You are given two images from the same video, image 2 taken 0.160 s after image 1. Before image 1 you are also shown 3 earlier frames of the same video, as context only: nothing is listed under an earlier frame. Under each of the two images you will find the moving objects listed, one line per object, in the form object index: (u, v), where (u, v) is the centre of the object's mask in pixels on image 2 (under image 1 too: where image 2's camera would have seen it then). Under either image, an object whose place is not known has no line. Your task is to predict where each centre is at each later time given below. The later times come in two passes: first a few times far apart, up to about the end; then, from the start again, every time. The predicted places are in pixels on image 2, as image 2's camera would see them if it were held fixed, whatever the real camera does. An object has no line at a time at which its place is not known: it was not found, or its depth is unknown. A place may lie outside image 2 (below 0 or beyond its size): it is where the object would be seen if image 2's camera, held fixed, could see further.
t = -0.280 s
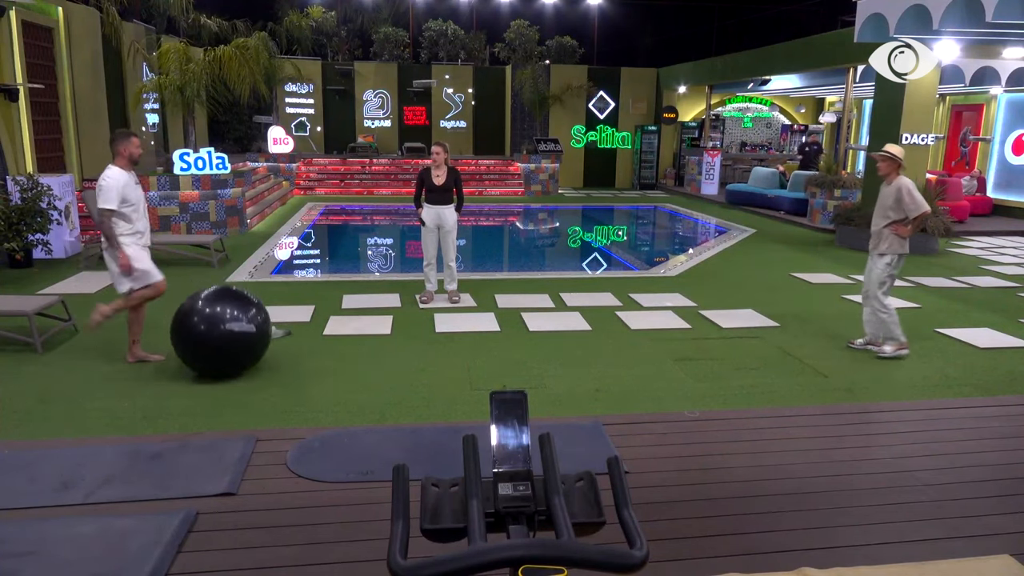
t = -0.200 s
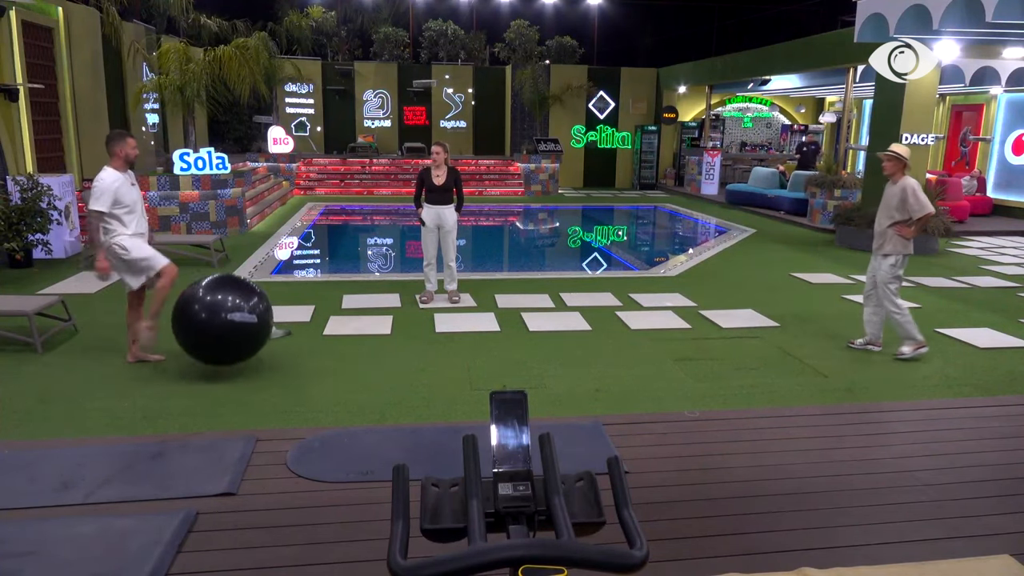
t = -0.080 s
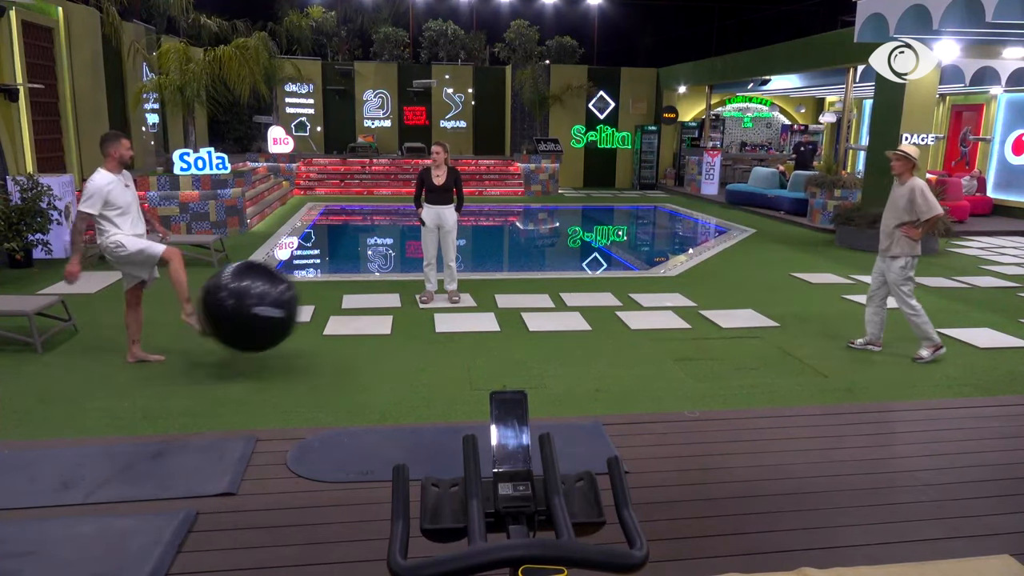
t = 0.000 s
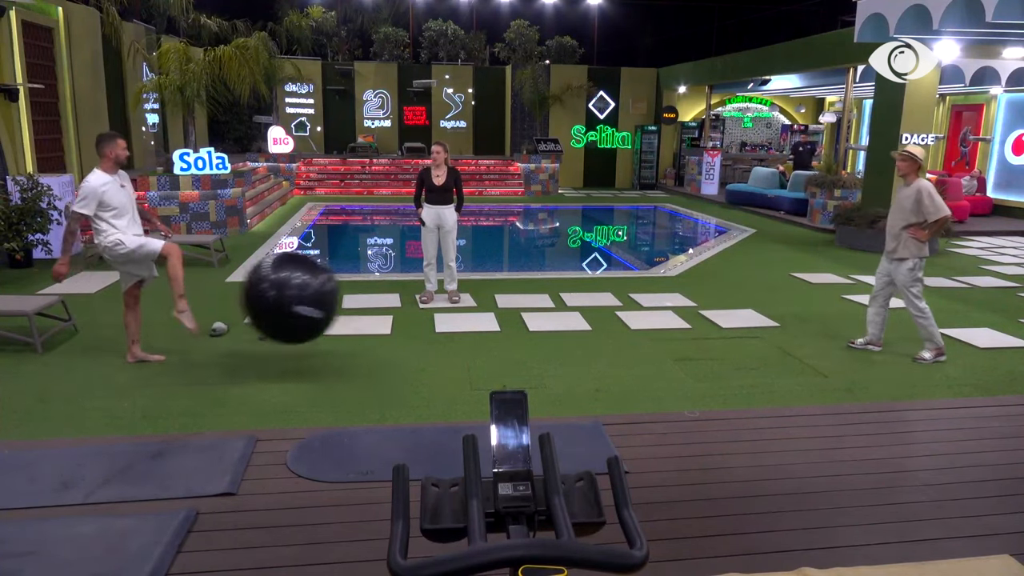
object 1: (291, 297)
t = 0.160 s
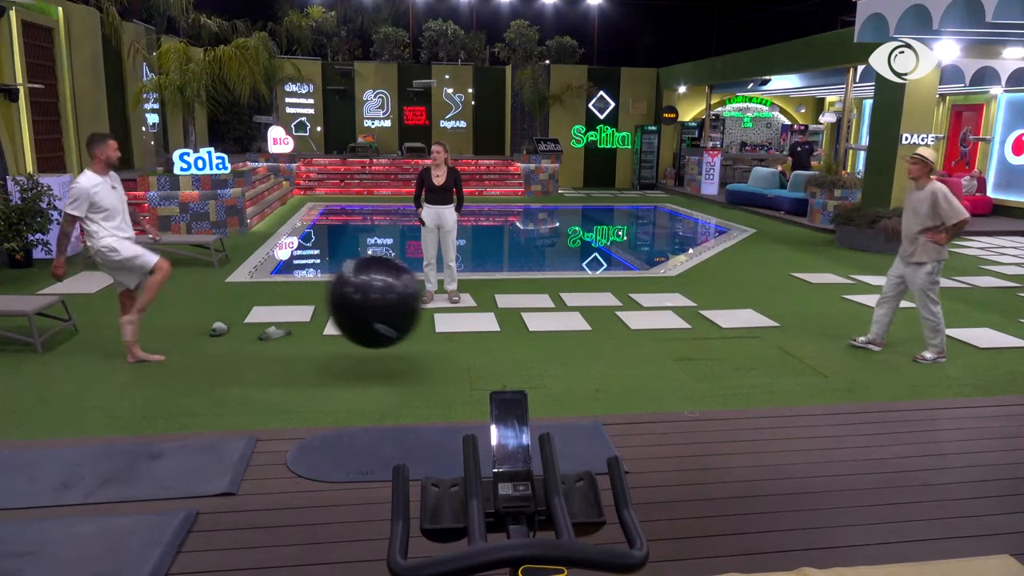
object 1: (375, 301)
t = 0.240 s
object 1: (417, 313)
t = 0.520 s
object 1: (533, 316)
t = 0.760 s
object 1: (615, 307)
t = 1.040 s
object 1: (709, 347)
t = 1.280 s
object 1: (793, 321)
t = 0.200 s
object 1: (396, 306)
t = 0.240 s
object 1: (417, 313)
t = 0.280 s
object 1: (437, 322)
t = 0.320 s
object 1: (458, 333)
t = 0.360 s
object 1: (477, 344)
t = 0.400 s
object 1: (490, 343)
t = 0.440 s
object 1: (504, 332)
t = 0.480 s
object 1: (518, 323)
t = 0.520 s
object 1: (533, 316)
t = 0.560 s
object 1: (547, 310)
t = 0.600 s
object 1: (561, 306)
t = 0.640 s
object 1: (574, 304)
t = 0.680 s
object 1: (588, 303)
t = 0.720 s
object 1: (601, 304)
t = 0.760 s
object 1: (615, 307)
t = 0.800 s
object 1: (629, 311)
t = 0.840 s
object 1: (642, 317)
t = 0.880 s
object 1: (655, 324)
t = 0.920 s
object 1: (669, 334)
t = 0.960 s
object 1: (681, 346)
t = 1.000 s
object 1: (694, 354)
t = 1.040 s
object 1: (709, 347)
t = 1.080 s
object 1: (723, 336)
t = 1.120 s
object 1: (738, 330)
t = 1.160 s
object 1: (752, 325)
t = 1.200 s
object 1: (766, 322)
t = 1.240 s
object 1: (780, 320)
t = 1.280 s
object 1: (793, 321)
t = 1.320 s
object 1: (806, 324)
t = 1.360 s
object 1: (819, 328)
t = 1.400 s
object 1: (831, 334)
